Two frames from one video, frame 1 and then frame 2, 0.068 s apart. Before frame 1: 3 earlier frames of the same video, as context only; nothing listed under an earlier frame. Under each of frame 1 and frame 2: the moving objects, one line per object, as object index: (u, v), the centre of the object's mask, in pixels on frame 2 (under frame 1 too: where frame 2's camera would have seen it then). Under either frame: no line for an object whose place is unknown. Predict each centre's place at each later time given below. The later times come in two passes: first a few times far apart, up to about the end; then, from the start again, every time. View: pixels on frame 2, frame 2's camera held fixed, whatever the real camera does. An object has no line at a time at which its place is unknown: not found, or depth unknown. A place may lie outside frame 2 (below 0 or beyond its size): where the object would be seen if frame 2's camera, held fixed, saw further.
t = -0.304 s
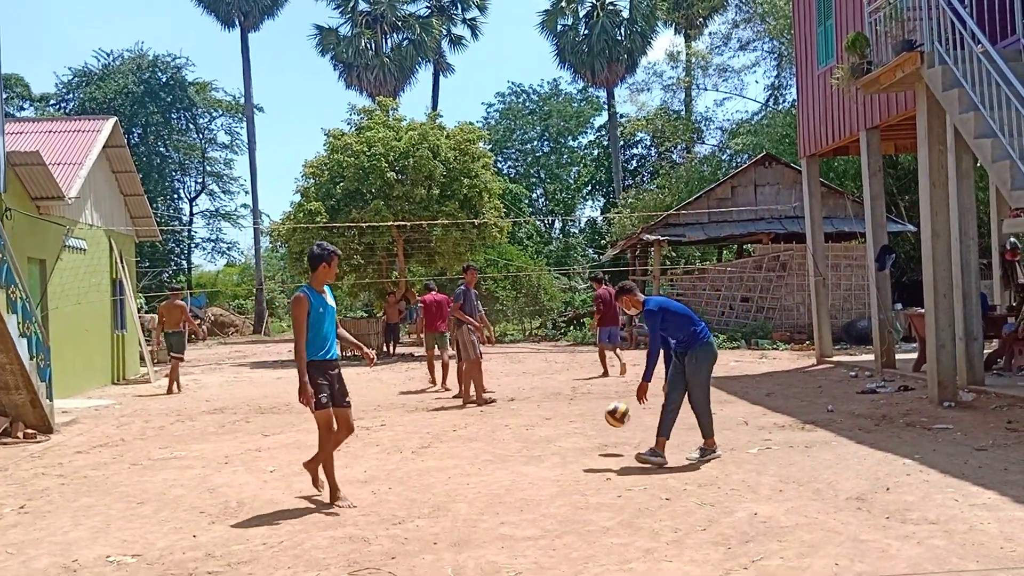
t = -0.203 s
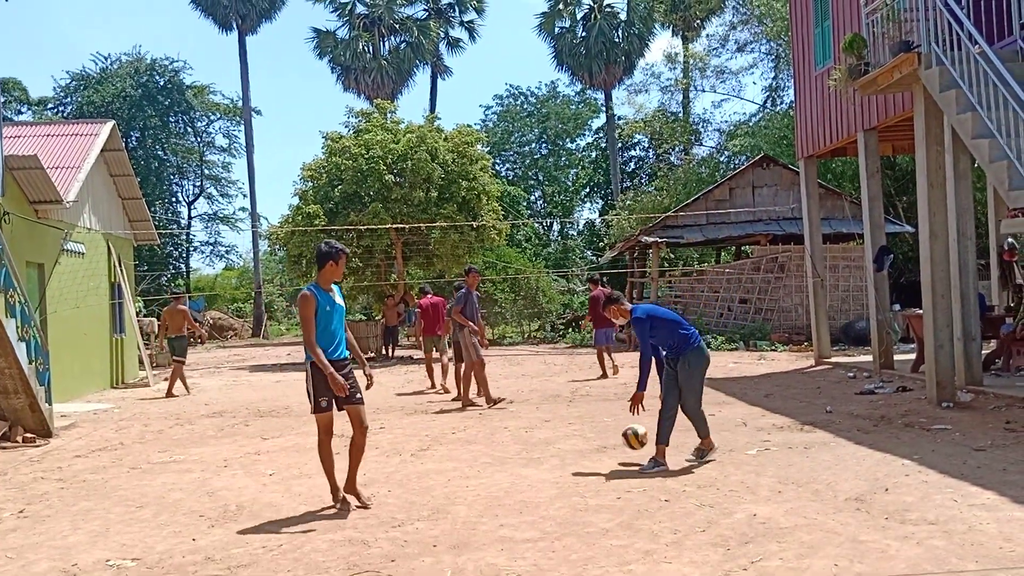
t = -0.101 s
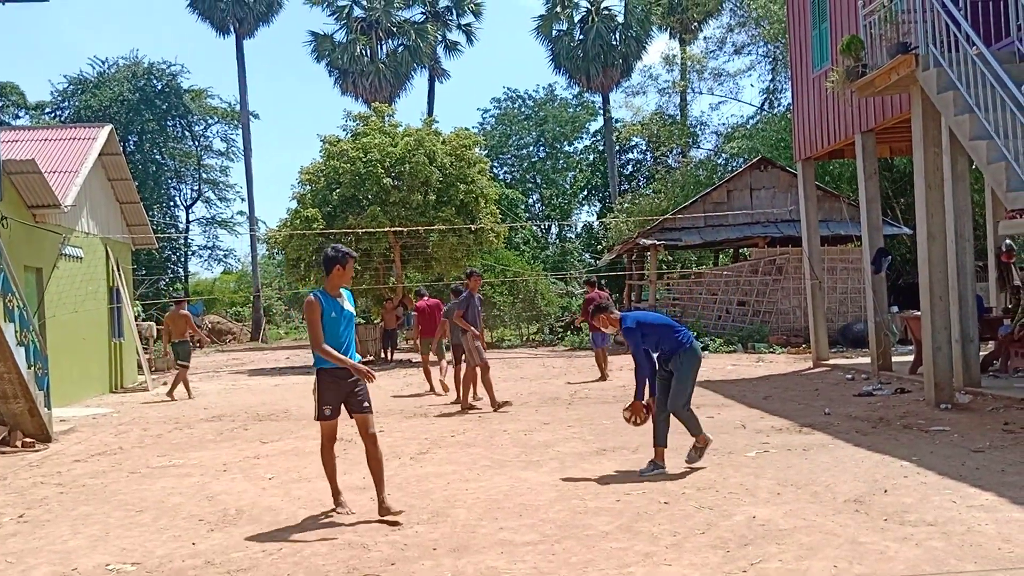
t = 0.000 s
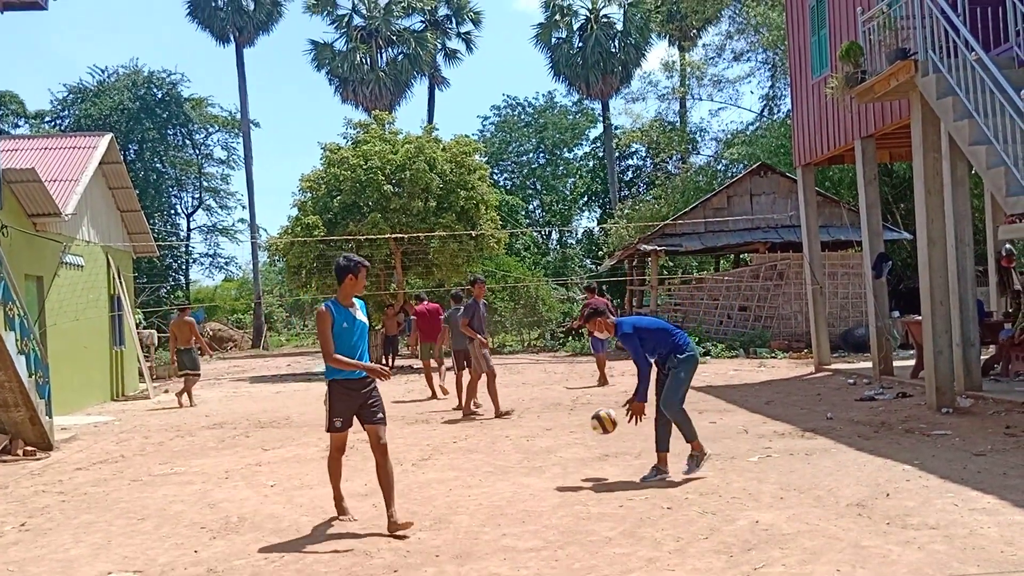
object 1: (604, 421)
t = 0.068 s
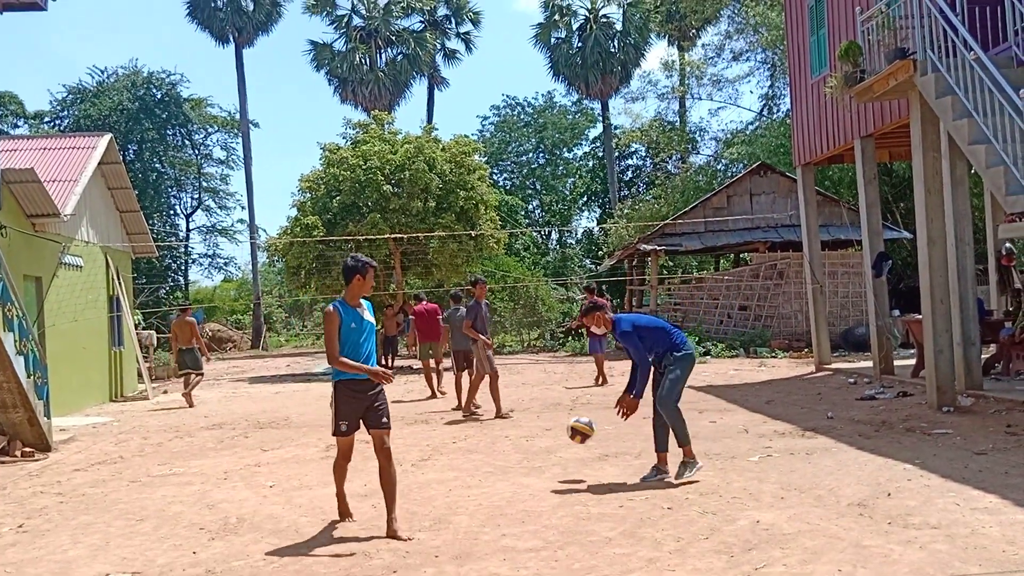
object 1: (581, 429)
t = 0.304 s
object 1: (514, 452)
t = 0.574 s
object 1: (476, 453)
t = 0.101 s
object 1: (569, 436)
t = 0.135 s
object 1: (557, 444)
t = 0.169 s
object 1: (545, 453)
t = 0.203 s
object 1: (533, 465)
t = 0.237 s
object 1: (525, 467)
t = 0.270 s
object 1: (519, 459)
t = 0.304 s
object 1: (514, 452)
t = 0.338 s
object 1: (509, 447)
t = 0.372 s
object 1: (505, 444)
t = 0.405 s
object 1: (500, 441)
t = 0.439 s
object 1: (495, 441)
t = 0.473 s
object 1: (491, 441)
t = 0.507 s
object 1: (486, 444)
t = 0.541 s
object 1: (481, 448)
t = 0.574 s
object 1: (476, 453)
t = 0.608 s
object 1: (472, 460)
